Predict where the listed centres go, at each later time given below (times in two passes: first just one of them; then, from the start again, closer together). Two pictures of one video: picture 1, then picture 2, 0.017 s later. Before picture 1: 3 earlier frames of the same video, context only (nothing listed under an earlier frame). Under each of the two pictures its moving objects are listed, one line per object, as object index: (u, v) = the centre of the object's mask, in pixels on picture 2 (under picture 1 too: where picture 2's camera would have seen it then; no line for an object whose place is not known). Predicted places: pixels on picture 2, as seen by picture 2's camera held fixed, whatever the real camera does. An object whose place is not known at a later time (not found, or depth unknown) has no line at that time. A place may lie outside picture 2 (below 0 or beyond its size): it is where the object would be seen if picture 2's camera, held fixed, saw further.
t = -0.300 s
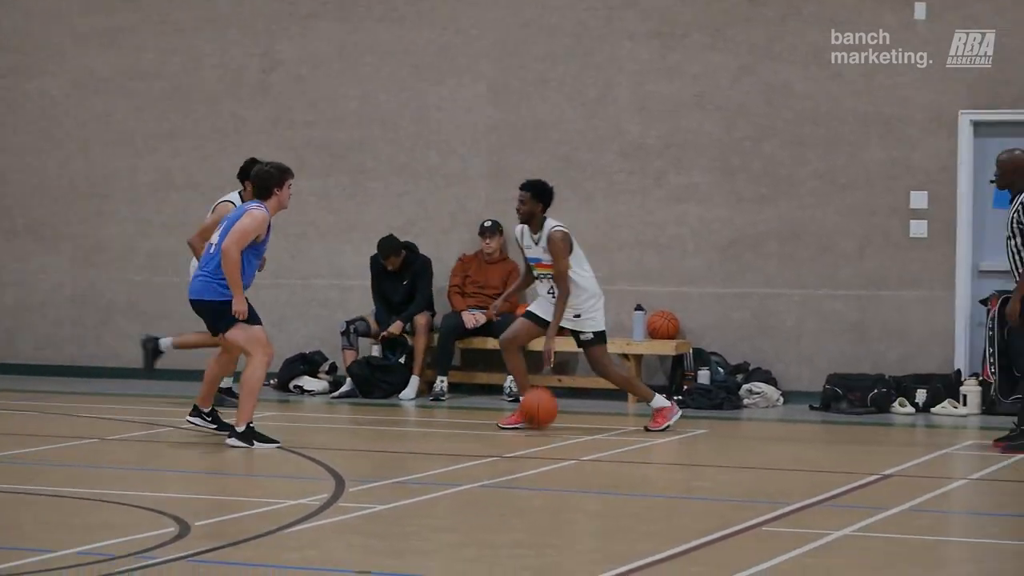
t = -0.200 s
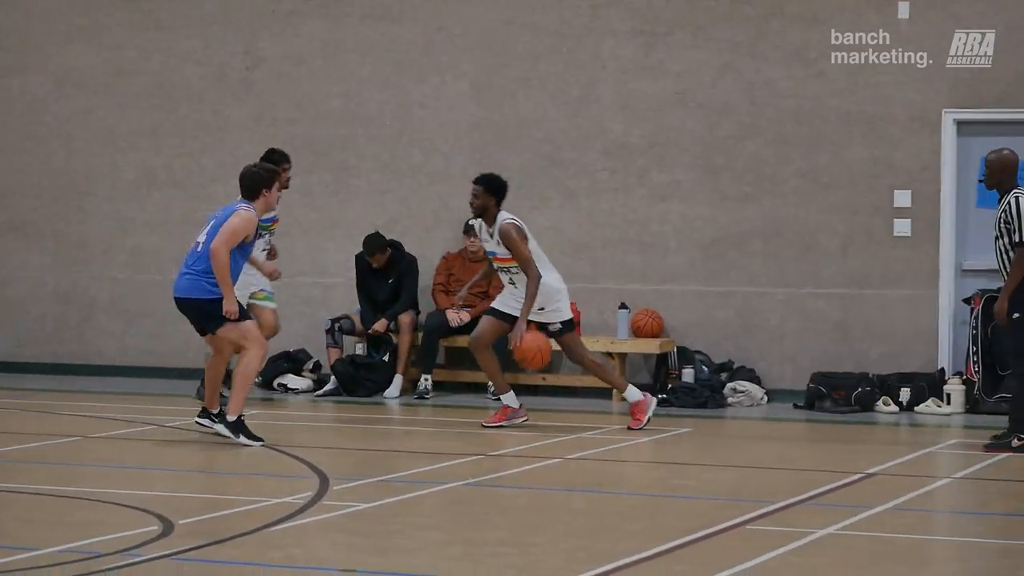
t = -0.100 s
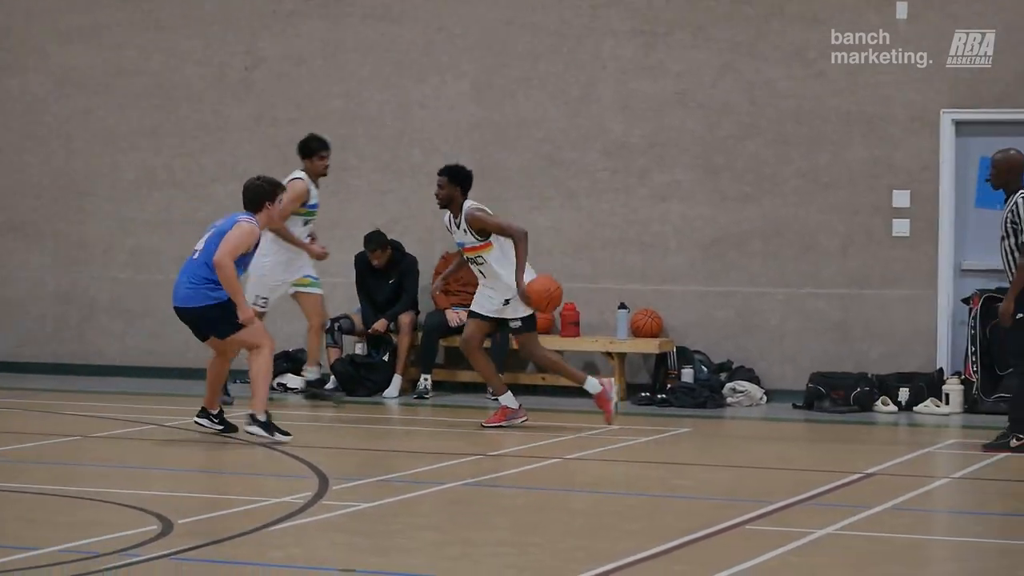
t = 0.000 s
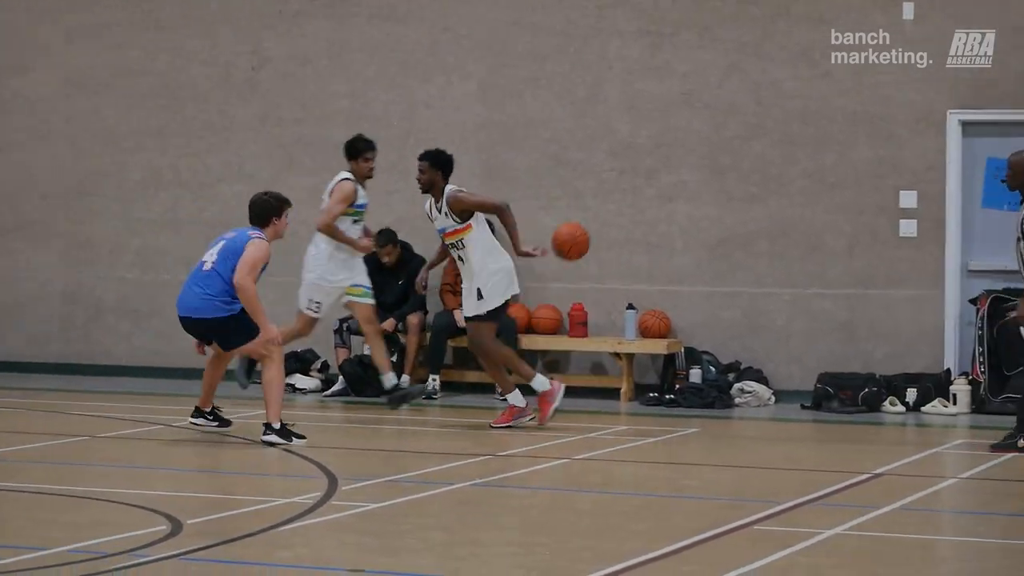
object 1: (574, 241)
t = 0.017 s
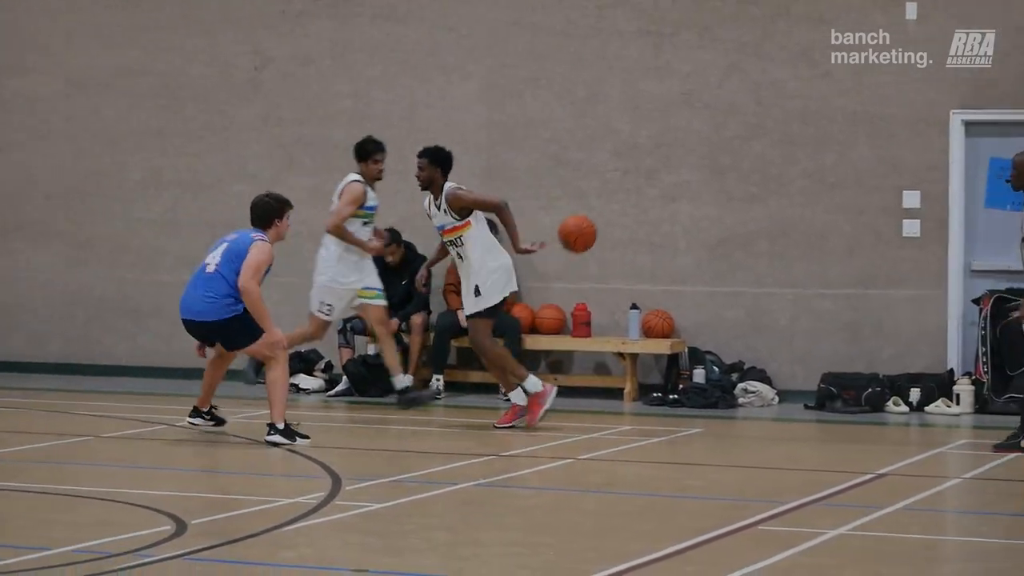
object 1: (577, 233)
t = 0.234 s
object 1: (622, 168)
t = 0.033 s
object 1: (580, 225)
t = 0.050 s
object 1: (584, 218)
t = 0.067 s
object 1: (587, 211)
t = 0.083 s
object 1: (590, 205)
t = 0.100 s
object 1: (594, 199)
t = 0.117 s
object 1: (597, 193)
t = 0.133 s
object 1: (601, 189)
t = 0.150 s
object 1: (605, 184)
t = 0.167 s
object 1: (608, 180)
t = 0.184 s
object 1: (611, 176)
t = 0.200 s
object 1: (614, 173)
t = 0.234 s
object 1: (622, 168)
